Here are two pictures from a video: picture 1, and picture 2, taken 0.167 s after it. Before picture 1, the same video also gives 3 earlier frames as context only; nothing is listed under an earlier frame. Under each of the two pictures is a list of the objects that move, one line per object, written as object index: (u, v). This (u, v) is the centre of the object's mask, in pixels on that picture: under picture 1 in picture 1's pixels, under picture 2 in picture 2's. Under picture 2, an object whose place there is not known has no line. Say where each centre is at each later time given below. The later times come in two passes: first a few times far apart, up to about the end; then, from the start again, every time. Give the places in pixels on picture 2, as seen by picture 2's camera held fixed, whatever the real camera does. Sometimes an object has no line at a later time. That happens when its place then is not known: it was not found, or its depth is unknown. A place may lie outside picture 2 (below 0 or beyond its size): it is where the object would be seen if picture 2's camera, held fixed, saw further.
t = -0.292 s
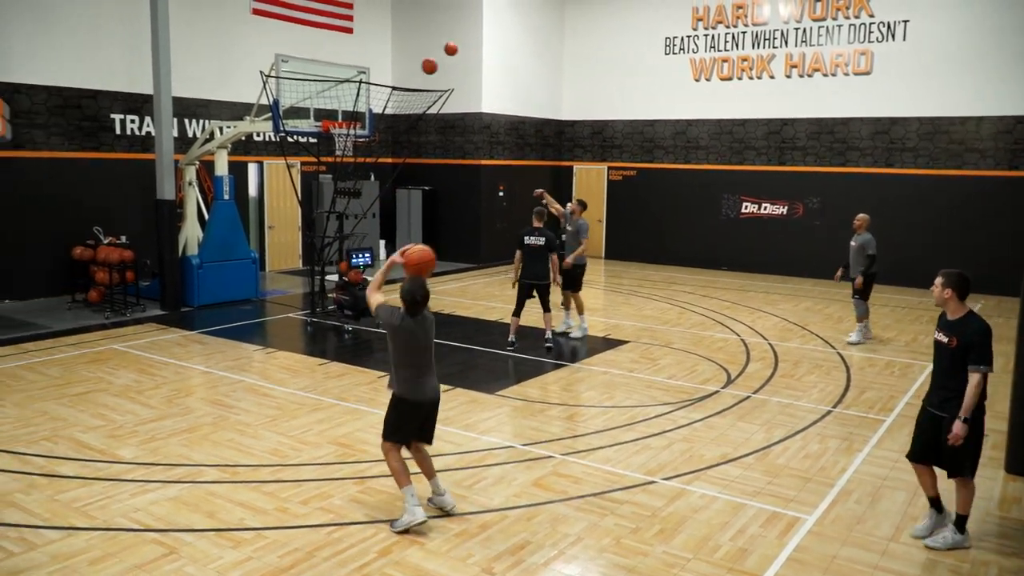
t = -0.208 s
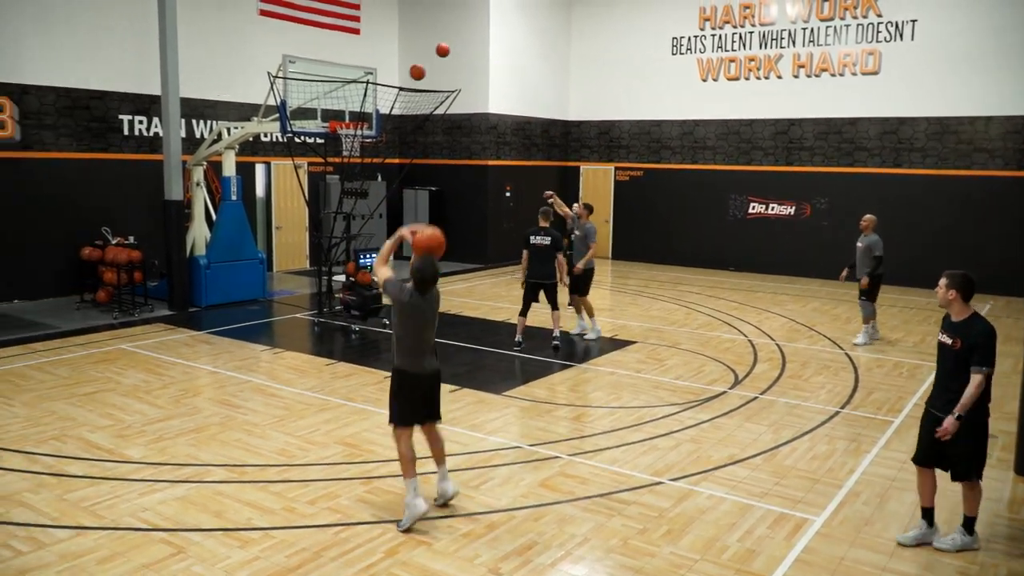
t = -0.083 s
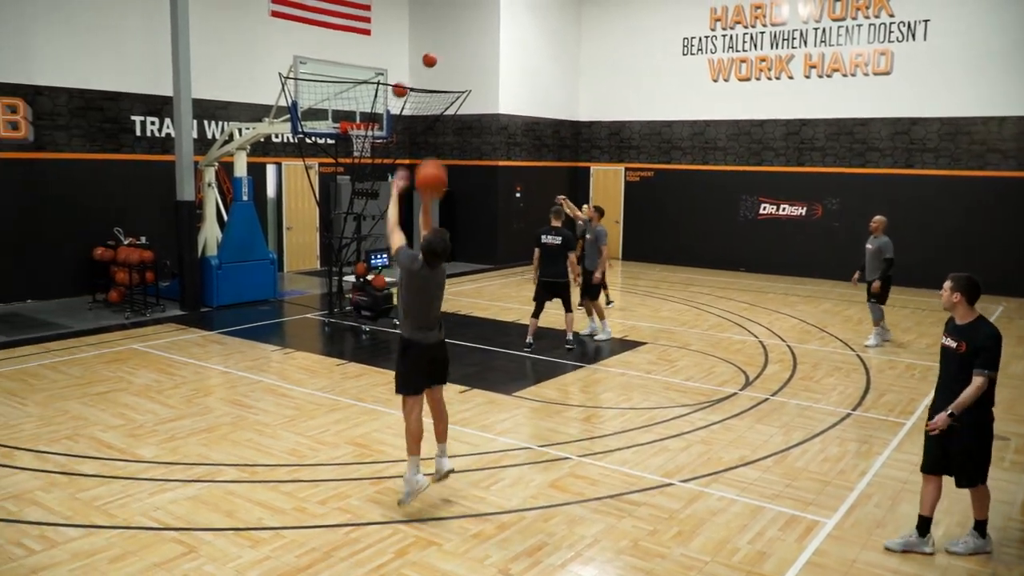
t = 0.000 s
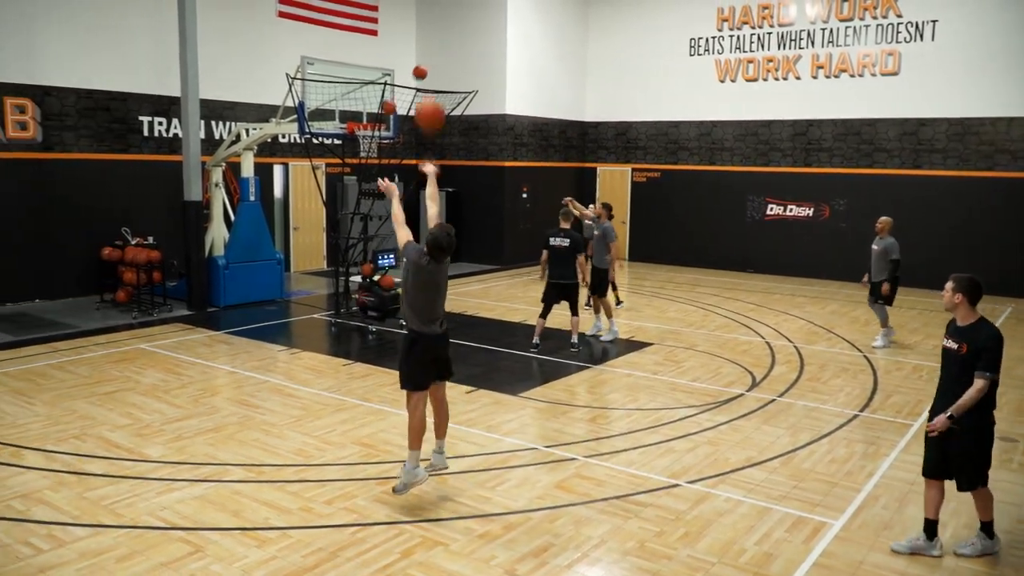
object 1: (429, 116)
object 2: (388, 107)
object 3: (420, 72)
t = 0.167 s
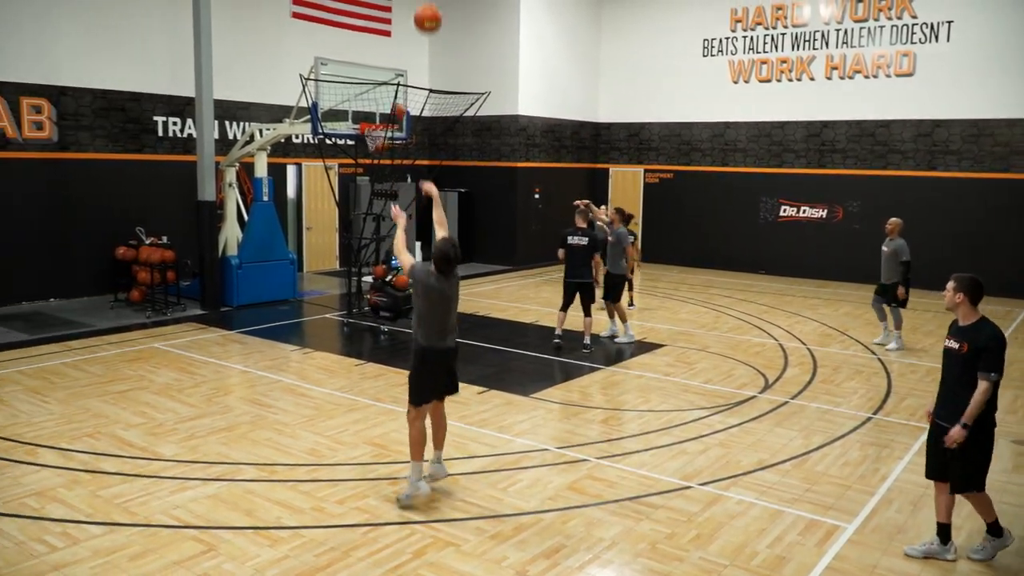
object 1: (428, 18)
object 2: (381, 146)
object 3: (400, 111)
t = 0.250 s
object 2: (383, 144)
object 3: (396, 113)
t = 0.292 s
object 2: (383, 144)
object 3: (400, 104)
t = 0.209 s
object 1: (424, 7)
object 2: (383, 146)
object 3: (393, 119)
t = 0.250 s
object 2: (383, 144)
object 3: (396, 113)
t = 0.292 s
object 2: (383, 144)
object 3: (400, 104)
